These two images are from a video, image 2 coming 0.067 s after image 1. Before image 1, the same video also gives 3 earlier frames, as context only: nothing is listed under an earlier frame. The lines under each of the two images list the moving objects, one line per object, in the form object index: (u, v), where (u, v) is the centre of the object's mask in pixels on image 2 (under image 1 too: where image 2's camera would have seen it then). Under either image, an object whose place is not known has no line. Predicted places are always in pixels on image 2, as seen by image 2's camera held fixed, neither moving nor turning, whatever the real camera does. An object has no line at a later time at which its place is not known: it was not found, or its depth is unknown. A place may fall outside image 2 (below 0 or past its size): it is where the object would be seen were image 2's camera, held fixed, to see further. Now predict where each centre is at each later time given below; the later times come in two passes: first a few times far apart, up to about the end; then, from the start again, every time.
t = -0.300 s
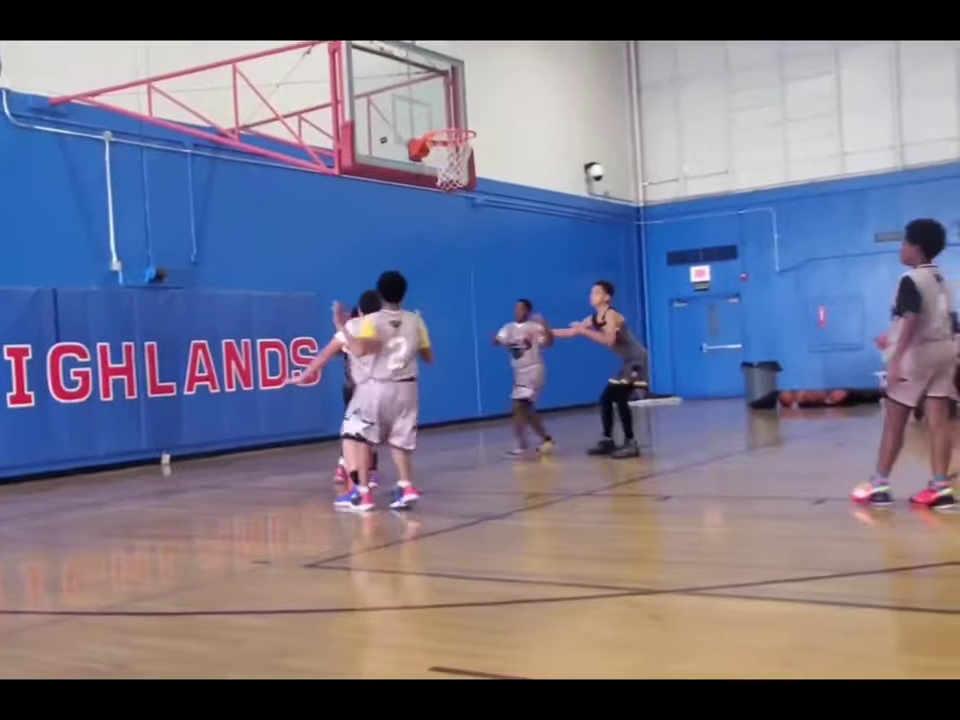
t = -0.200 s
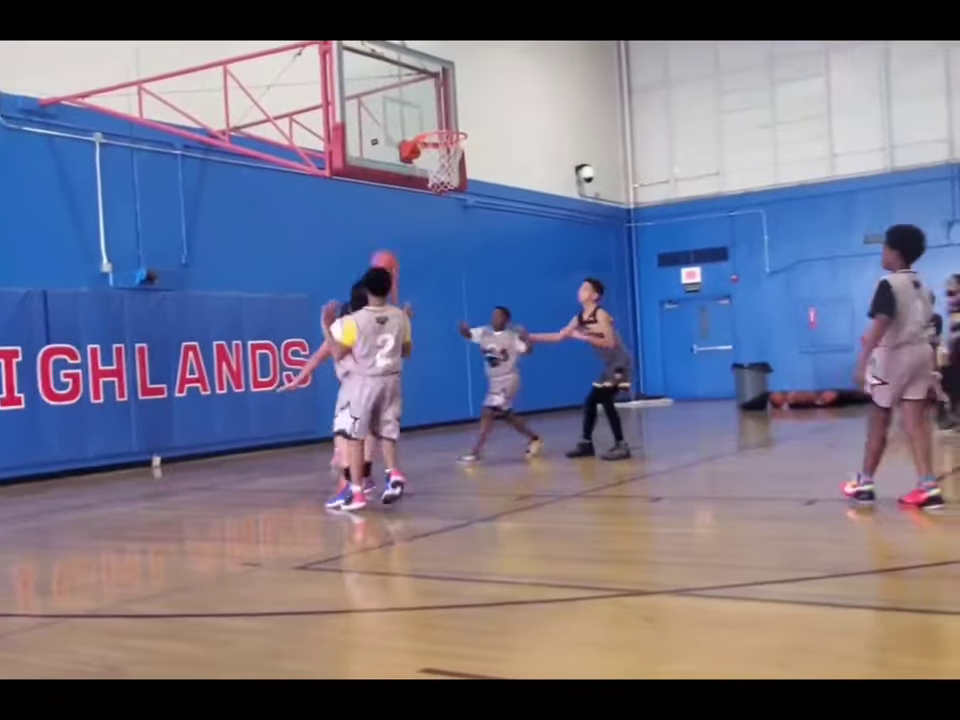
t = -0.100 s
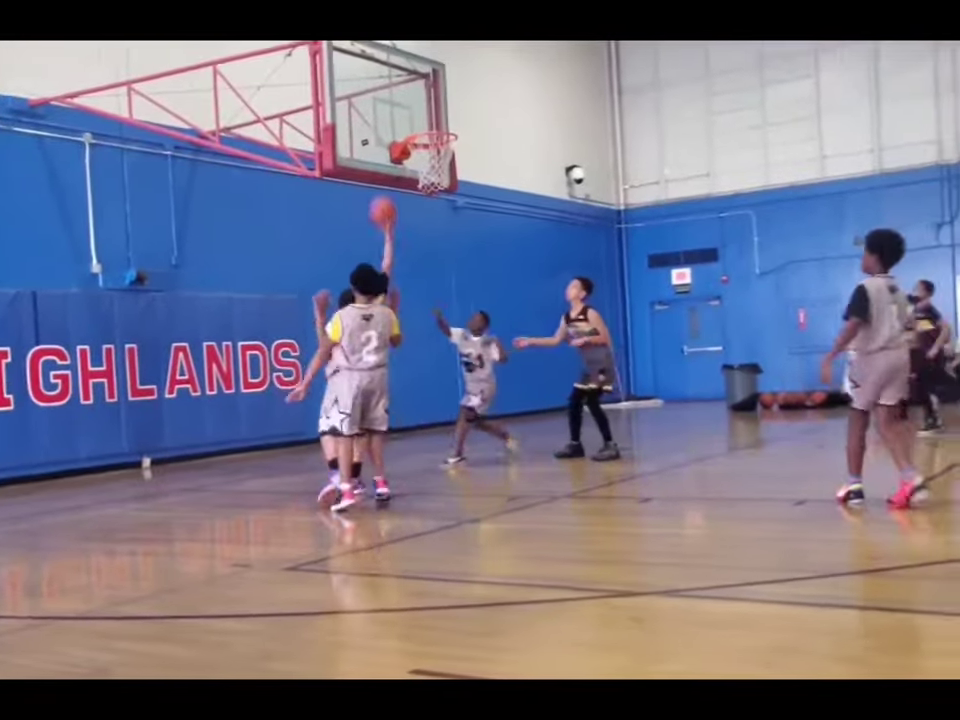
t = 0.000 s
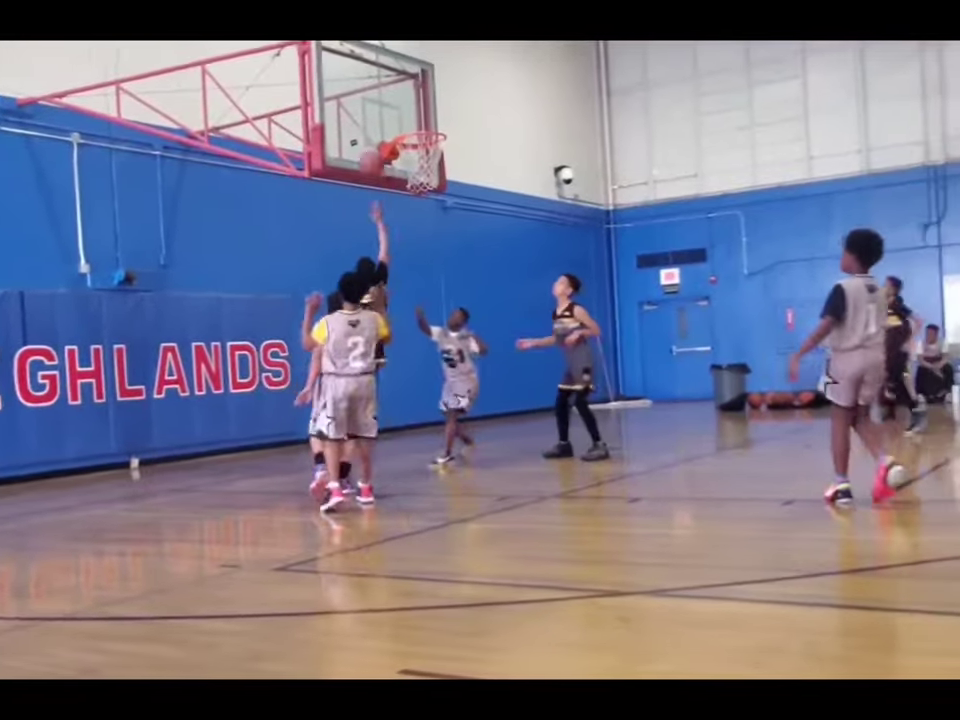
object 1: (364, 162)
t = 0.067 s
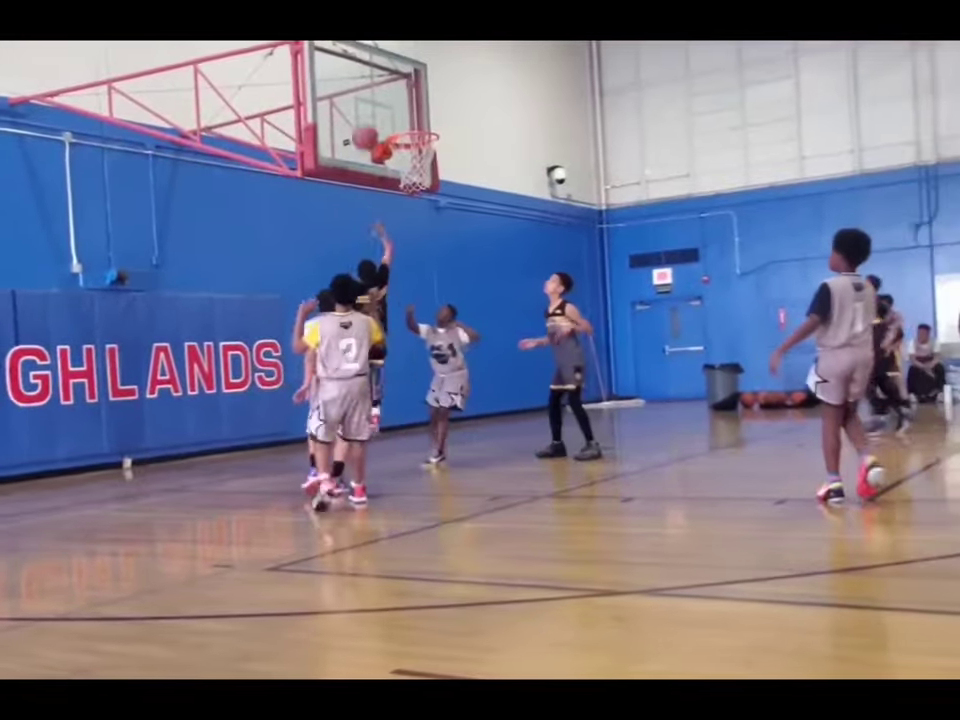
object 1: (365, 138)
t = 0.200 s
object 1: (367, 103)
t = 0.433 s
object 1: (397, 109)
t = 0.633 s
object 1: (421, 145)
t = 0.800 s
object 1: (426, 184)
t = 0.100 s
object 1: (365, 126)
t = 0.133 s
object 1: (365, 117)
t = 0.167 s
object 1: (365, 109)
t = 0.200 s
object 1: (367, 103)
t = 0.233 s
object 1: (371, 100)
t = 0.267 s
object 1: (375, 99)
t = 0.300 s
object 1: (379, 98)
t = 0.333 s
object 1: (383, 99)
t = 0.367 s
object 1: (388, 101)
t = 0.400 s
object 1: (392, 105)
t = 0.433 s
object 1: (397, 109)
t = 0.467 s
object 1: (401, 114)
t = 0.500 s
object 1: (404, 121)
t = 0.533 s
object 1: (408, 124)
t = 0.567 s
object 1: (412, 134)
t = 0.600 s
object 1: (419, 145)
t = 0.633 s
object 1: (421, 145)
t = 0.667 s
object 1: (426, 157)
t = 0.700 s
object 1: (426, 162)
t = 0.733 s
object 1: (431, 171)
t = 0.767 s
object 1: (426, 181)
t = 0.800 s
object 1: (426, 184)
